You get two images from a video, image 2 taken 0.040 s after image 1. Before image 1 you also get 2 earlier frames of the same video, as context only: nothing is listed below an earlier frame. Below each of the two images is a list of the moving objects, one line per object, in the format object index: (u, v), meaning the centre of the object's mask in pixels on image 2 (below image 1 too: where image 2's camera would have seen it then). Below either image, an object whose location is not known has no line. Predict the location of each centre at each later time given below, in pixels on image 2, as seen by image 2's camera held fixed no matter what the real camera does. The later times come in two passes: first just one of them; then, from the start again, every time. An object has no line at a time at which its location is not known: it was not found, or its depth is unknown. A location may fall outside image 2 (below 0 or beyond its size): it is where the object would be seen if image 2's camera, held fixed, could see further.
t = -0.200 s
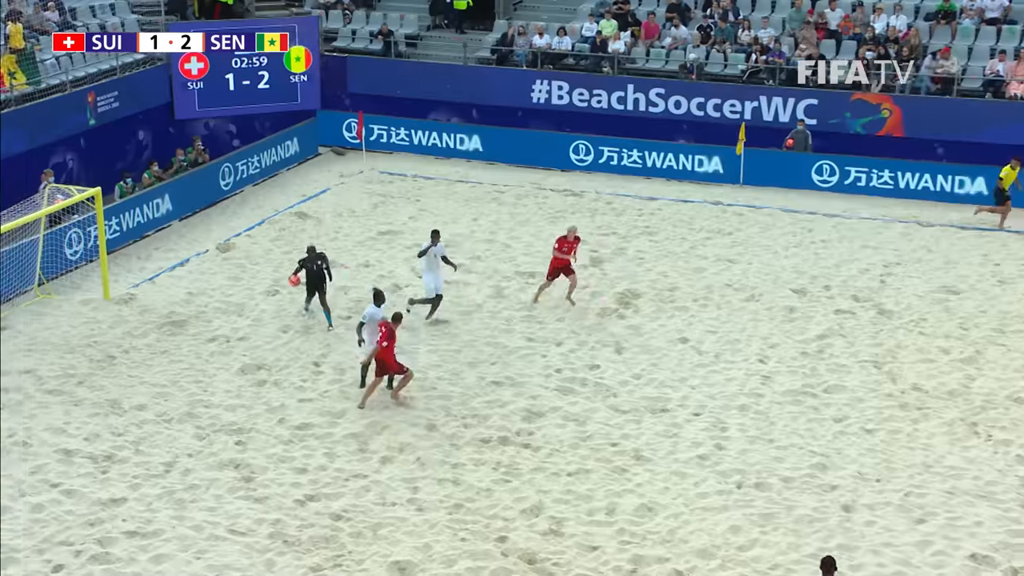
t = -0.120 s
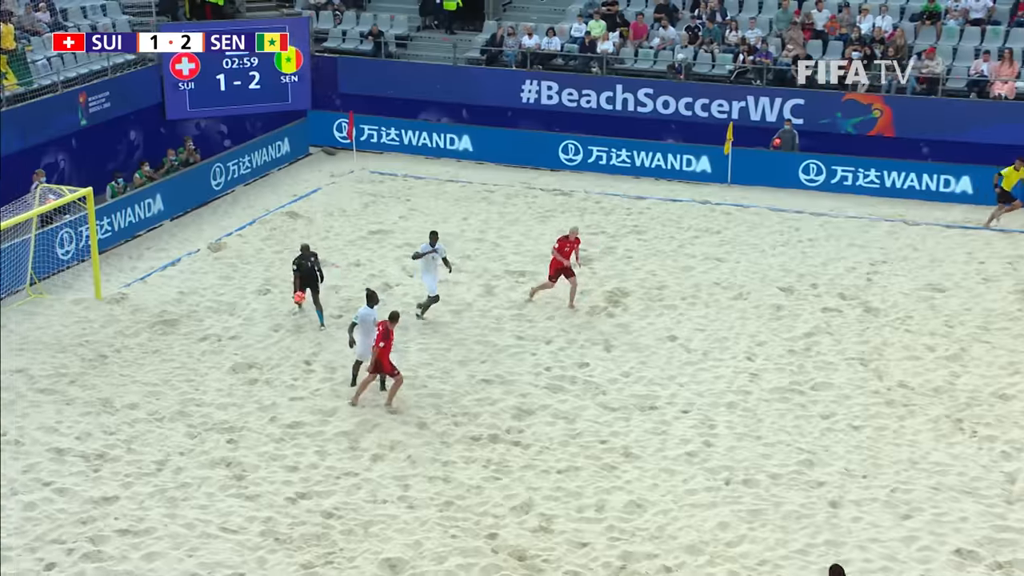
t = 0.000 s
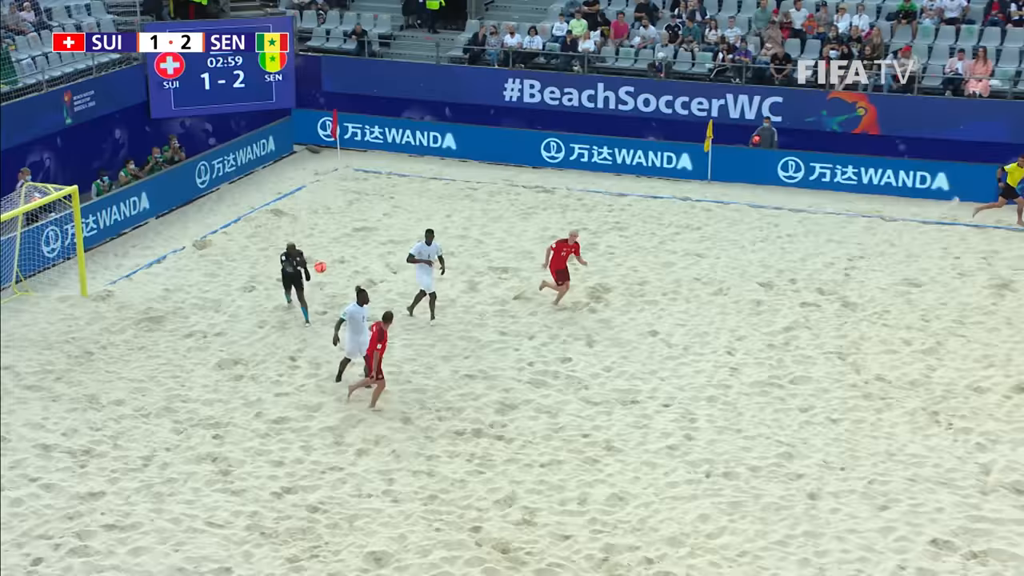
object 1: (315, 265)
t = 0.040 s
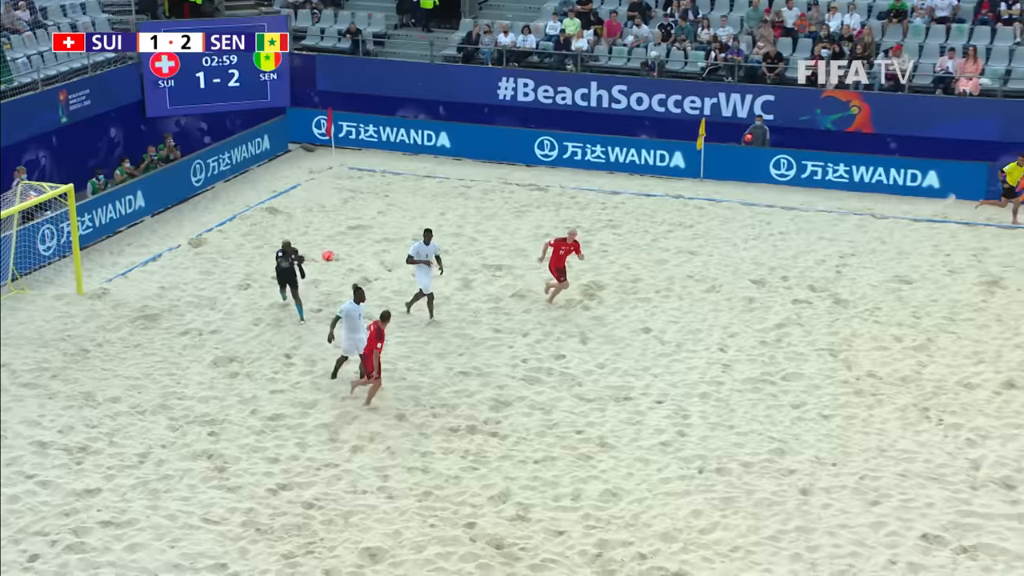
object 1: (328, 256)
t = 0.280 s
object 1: (410, 219)
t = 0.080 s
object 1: (341, 247)
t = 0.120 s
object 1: (354, 241)
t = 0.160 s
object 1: (367, 234)
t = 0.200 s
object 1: (382, 228)
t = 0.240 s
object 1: (396, 223)
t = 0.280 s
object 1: (410, 219)
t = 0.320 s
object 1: (424, 217)
